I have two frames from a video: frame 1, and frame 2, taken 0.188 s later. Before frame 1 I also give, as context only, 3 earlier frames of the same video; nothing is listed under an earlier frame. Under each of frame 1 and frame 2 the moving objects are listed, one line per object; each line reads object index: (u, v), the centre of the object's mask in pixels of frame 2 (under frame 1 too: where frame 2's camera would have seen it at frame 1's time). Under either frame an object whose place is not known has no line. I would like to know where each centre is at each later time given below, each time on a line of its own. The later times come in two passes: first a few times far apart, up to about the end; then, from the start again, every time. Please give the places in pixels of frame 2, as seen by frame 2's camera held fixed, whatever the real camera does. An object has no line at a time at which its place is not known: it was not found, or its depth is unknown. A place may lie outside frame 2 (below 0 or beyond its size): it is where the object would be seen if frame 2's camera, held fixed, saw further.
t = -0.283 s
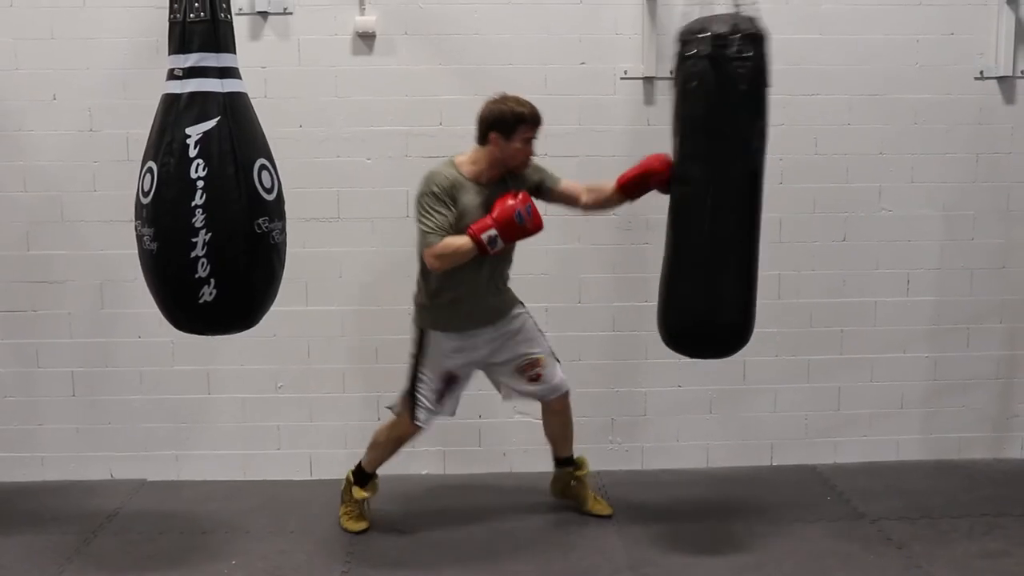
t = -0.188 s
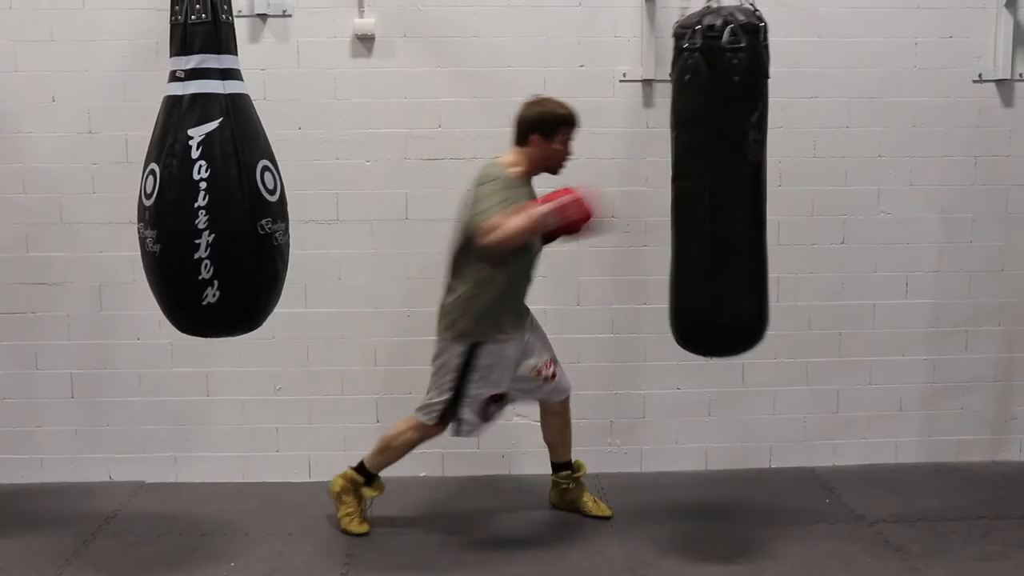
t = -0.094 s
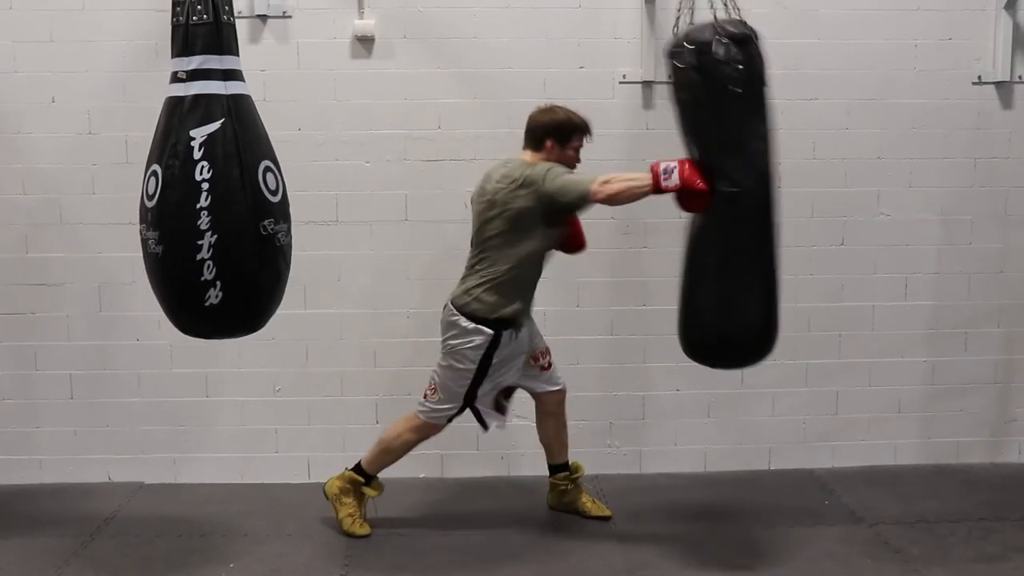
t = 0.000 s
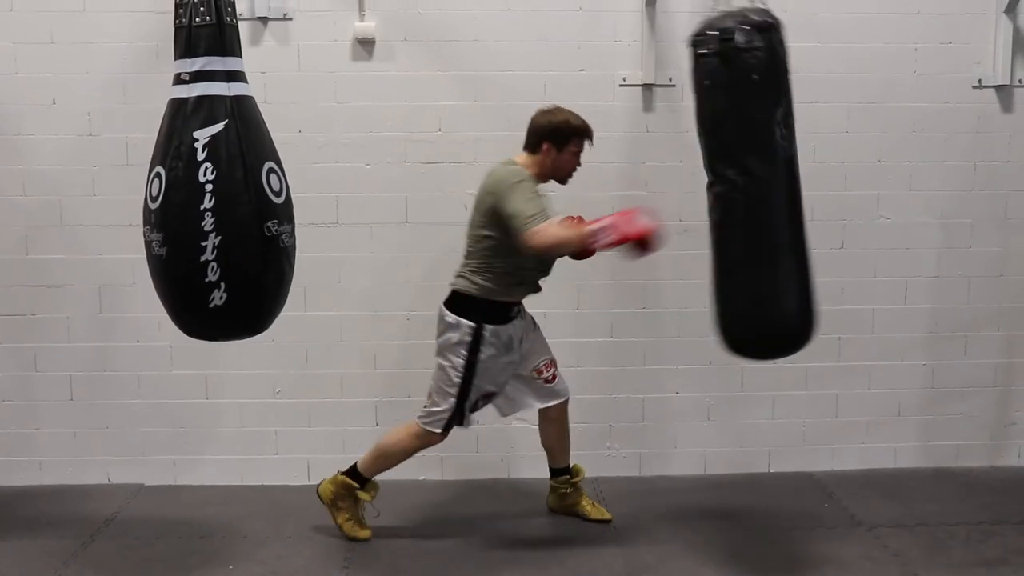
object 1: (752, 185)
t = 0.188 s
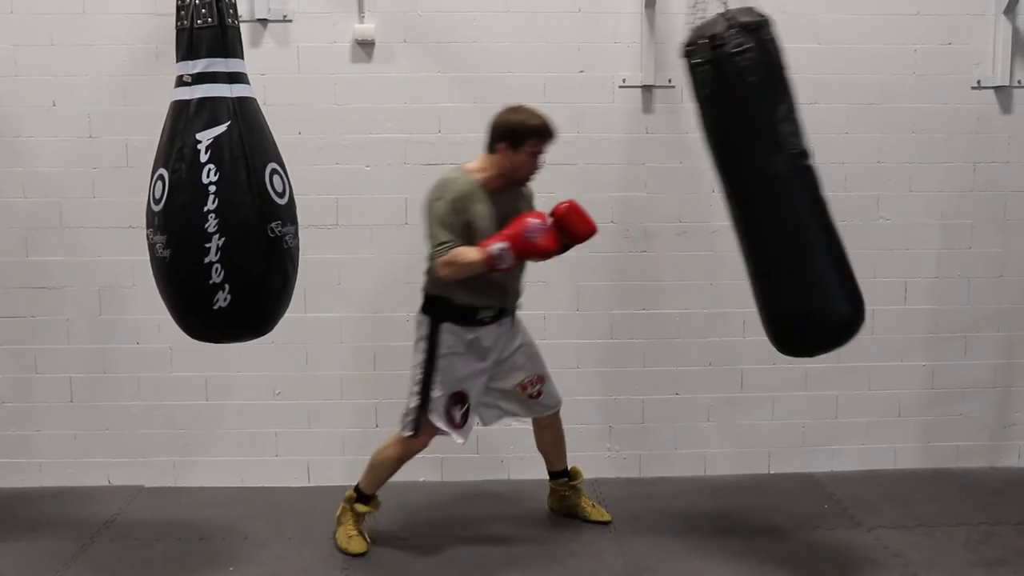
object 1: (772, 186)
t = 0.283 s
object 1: (797, 188)
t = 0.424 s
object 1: (788, 179)
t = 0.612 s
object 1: (782, 186)
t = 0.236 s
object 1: (783, 188)
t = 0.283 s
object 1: (797, 188)
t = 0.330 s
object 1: (797, 189)
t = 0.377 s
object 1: (791, 183)
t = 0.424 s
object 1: (788, 179)
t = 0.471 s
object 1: (785, 176)
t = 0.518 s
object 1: (783, 176)
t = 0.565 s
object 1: (781, 183)
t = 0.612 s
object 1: (782, 186)
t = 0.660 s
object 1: (779, 187)
